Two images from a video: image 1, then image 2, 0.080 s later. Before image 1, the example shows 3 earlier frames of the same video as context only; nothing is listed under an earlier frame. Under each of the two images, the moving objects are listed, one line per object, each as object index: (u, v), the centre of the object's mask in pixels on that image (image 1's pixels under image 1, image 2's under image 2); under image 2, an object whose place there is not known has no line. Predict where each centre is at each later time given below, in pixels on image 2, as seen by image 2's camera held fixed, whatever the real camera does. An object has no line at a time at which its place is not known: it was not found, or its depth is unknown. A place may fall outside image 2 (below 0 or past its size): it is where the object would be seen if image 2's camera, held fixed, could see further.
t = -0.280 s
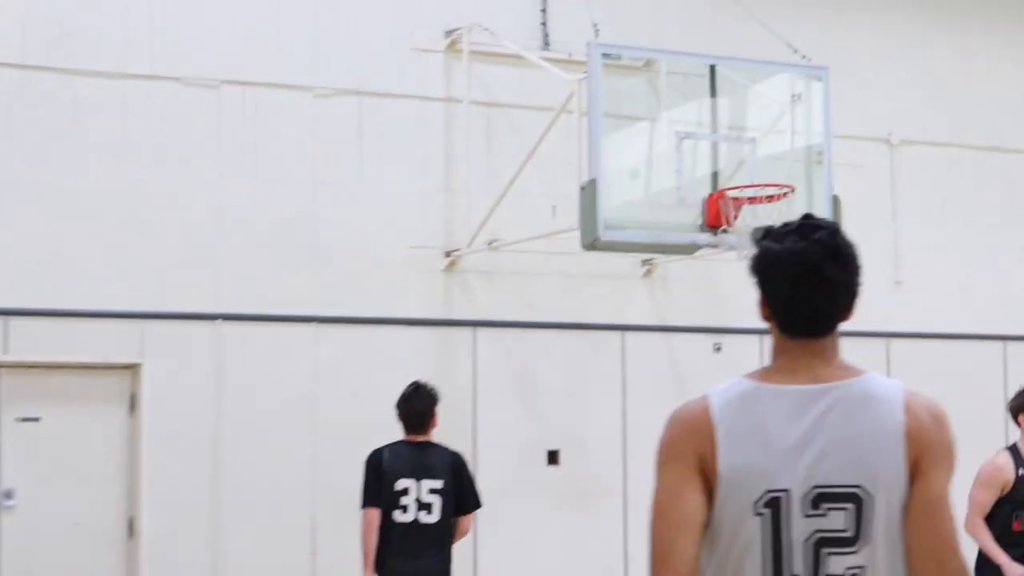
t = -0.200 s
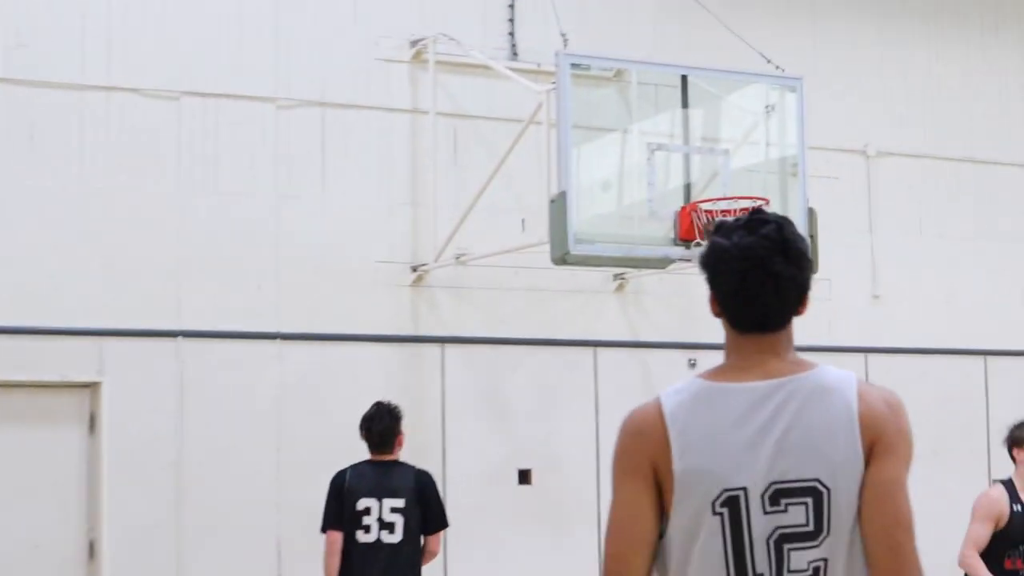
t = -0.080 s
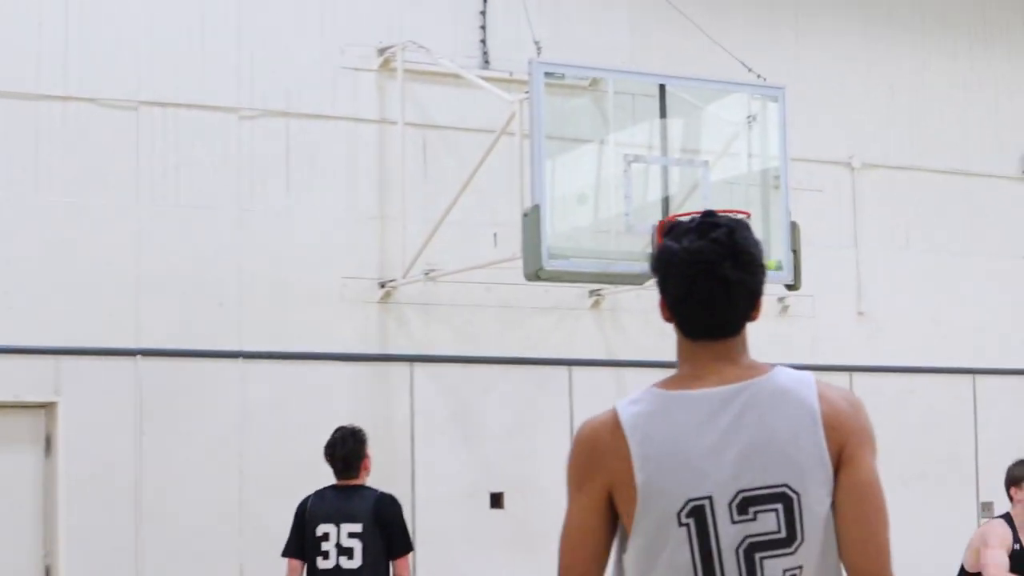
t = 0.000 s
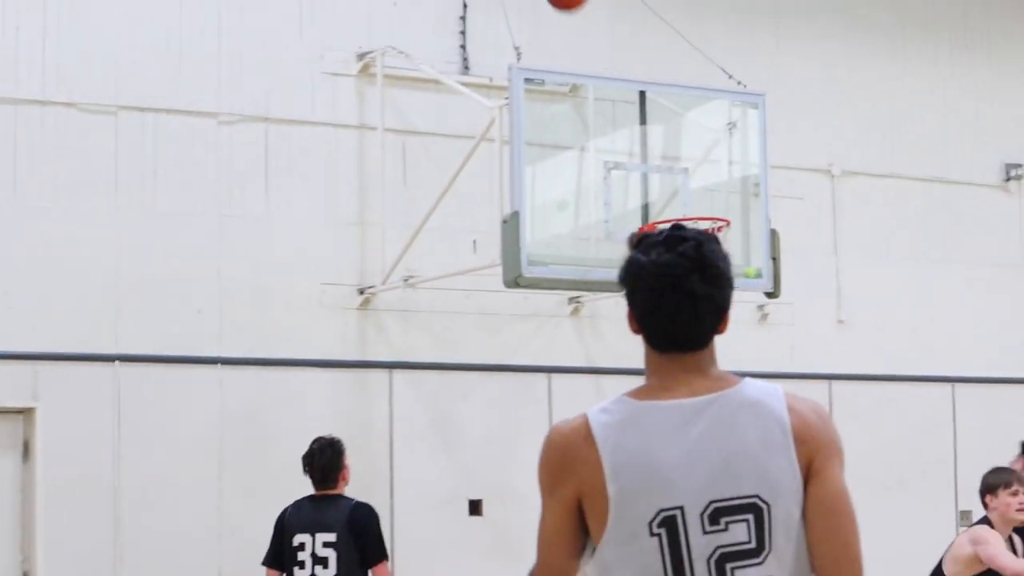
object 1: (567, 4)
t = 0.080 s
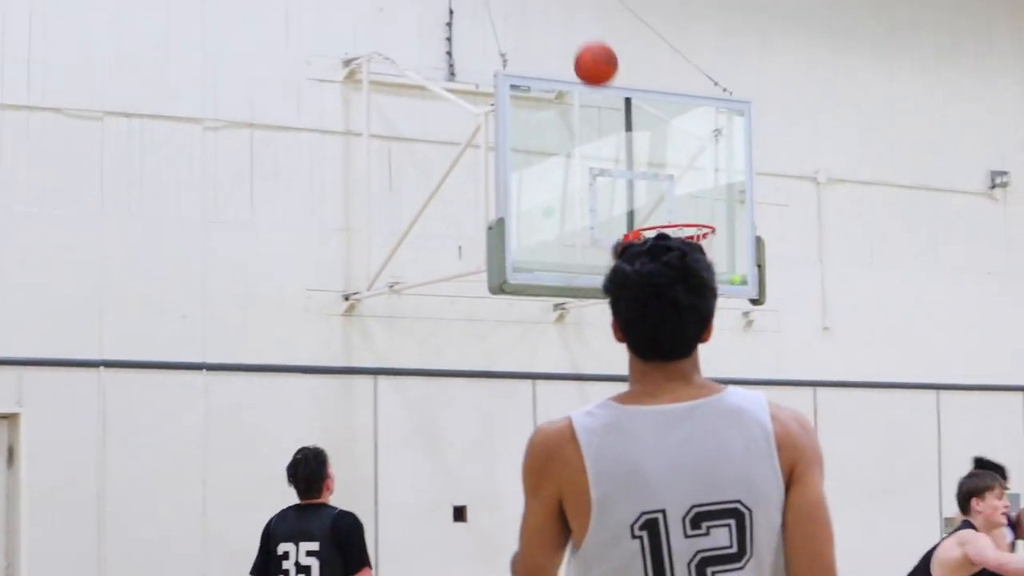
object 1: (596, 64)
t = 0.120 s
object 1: (616, 101)
